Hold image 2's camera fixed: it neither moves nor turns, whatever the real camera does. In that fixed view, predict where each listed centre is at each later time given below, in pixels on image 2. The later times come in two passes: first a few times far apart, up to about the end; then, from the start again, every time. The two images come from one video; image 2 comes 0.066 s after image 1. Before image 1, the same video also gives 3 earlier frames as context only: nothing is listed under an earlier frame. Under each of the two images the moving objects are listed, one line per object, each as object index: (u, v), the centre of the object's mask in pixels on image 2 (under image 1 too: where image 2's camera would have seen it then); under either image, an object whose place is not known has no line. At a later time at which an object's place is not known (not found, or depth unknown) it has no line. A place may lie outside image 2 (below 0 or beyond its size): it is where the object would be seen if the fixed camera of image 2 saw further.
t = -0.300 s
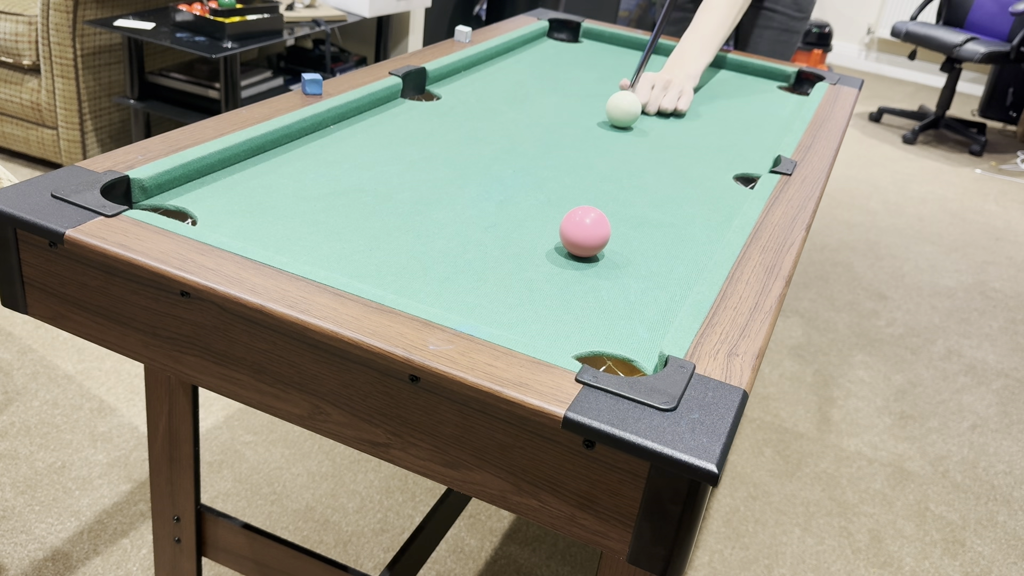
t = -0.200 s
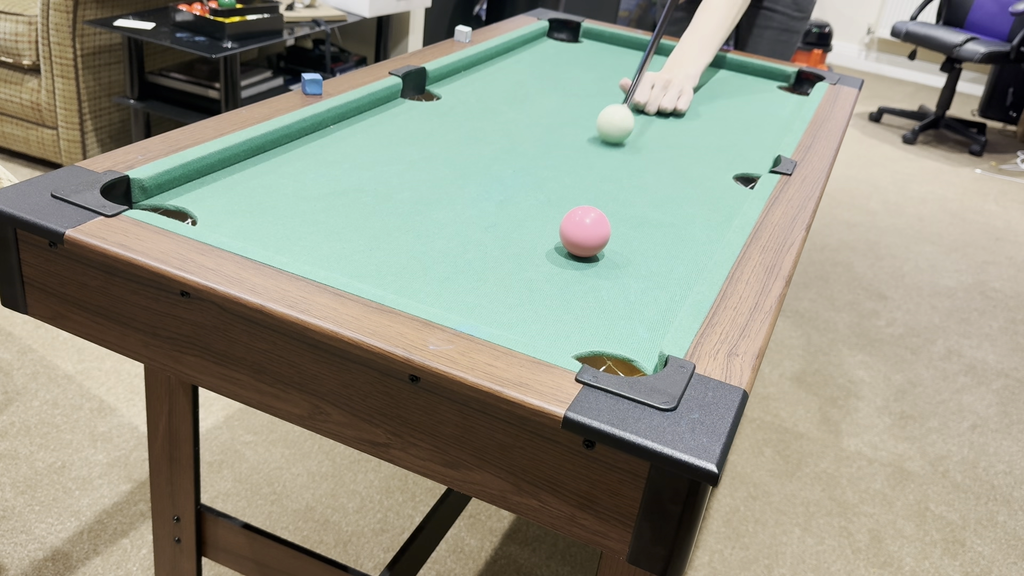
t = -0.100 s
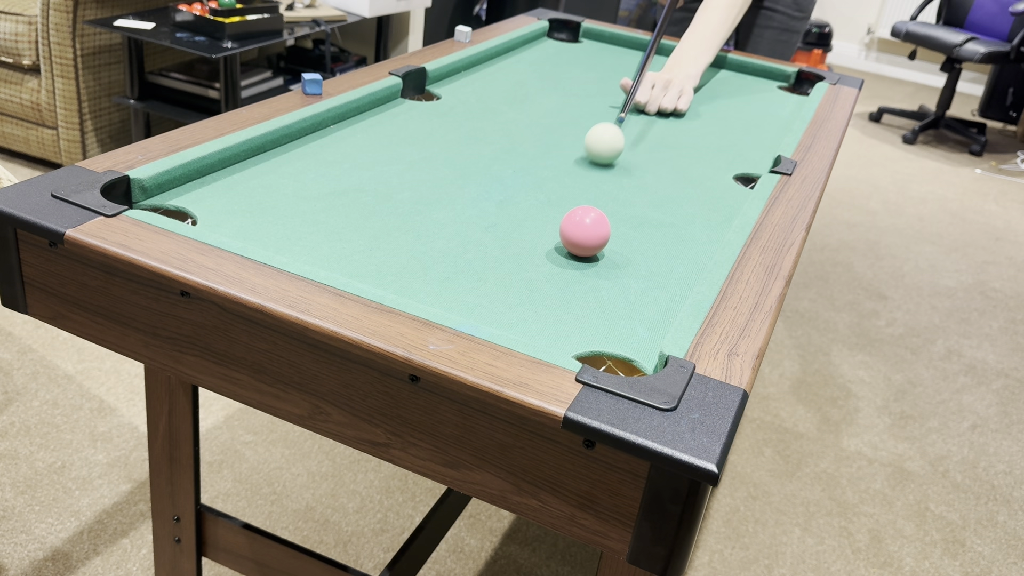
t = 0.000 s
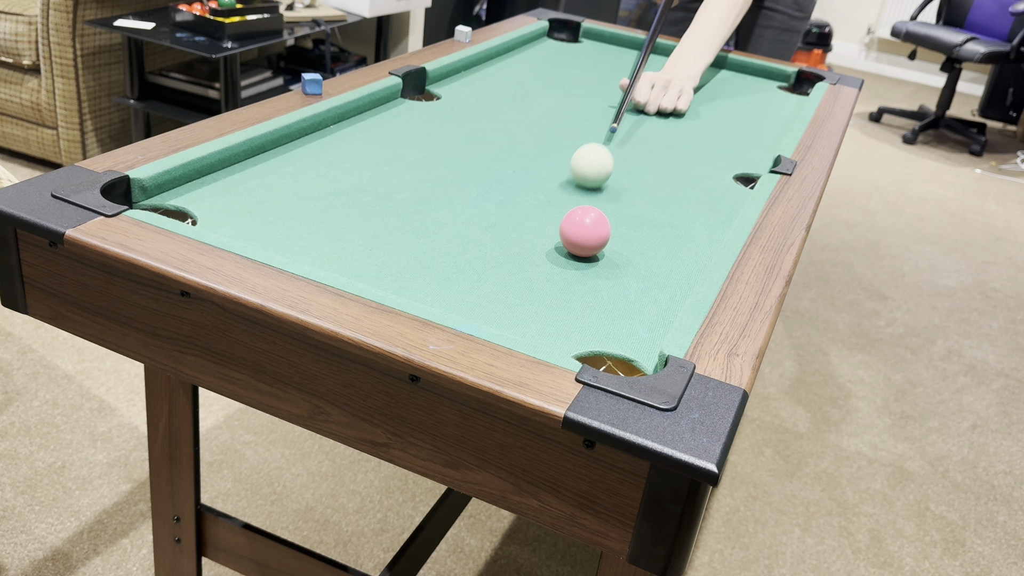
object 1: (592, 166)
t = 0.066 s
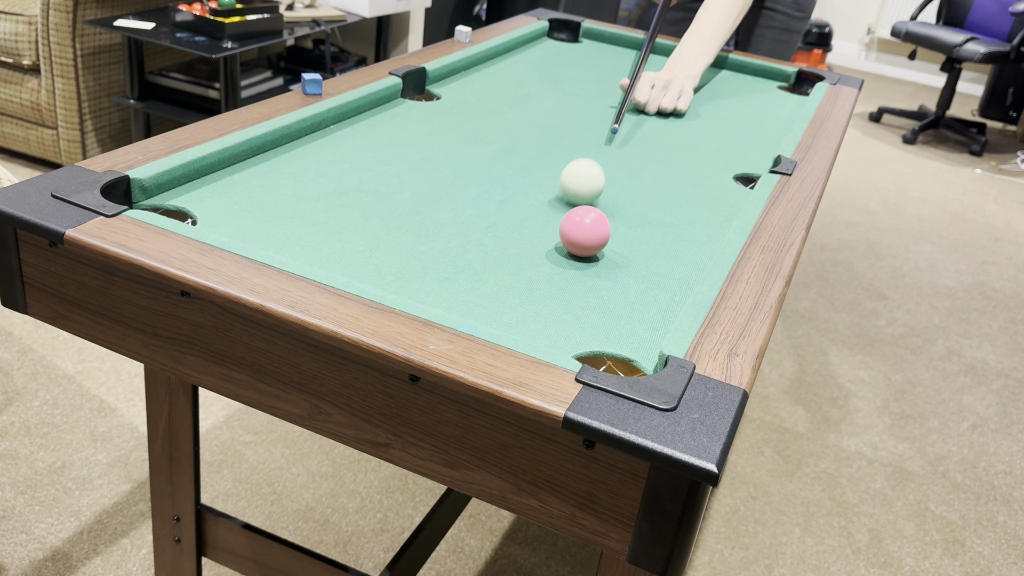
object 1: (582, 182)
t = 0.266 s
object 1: (529, 216)
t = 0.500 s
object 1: (439, 236)
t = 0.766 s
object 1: (333, 250)
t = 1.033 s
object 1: (320, 225)
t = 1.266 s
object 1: (314, 205)
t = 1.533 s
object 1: (313, 185)
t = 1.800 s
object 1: (316, 170)
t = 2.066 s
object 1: (322, 158)
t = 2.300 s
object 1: (329, 151)
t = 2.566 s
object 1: (337, 145)
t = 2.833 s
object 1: (346, 141)
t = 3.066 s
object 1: (352, 140)
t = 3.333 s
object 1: (356, 140)
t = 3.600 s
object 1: (356, 139)
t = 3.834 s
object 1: (356, 140)
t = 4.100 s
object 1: (356, 139)
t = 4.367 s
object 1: (356, 139)
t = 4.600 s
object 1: (356, 140)
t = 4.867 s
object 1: (356, 139)
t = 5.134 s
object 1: (356, 139)
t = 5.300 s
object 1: (356, 140)
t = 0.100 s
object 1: (577, 188)
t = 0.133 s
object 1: (570, 195)
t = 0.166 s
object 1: (562, 204)
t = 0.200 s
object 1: (553, 210)
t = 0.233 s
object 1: (541, 213)
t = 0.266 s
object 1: (529, 216)
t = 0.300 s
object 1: (517, 219)
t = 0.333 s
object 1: (504, 221)
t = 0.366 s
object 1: (492, 224)
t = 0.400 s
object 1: (479, 227)
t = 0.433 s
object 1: (466, 230)
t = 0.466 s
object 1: (452, 233)
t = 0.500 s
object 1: (439, 236)
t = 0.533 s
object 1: (425, 239)
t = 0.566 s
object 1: (411, 242)
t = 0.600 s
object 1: (396, 245)
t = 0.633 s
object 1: (382, 248)
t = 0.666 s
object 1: (367, 251)
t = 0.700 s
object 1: (353, 253)
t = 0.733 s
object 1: (338, 252)
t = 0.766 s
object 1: (333, 250)
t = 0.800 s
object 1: (332, 248)
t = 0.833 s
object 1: (330, 245)
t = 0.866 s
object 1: (328, 243)
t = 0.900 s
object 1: (326, 239)
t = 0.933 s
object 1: (324, 236)
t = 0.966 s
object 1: (323, 232)
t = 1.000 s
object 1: (321, 229)
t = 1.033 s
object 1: (320, 225)
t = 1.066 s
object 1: (319, 222)
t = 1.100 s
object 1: (318, 219)
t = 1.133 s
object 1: (317, 216)
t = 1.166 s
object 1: (316, 213)
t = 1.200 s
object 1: (315, 210)
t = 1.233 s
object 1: (314, 207)
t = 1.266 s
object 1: (314, 205)
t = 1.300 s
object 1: (313, 202)
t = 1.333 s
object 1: (313, 199)
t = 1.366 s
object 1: (313, 196)
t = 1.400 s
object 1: (313, 194)
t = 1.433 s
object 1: (313, 192)
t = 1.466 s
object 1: (313, 190)
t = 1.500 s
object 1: (313, 187)
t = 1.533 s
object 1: (313, 185)
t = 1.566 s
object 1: (313, 183)
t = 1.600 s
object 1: (314, 181)
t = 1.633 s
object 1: (314, 179)
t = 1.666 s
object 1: (315, 177)
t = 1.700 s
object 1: (315, 175)
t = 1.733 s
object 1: (315, 173)
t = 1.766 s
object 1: (316, 172)
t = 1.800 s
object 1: (316, 170)
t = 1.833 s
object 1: (317, 168)
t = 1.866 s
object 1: (318, 167)
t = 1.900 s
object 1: (319, 165)
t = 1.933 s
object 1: (319, 164)
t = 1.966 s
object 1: (320, 162)
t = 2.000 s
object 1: (321, 161)
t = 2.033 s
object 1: (321, 159)
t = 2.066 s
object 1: (322, 158)
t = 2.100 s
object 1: (323, 157)
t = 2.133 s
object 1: (324, 156)
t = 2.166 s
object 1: (325, 155)
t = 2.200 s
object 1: (326, 154)
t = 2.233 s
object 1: (327, 153)
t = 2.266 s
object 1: (327, 152)
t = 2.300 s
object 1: (329, 151)
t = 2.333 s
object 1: (330, 150)
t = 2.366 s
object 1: (331, 149)
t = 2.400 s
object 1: (332, 148)
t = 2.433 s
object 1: (333, 147)
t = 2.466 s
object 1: (334, 147)
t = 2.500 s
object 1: (335, 146)
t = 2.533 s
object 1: (336, 145)
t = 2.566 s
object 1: (337, 145)
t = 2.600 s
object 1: (338, 144)
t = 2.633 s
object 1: (340, 143)
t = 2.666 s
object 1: (341, 143)
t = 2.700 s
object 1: (342, 143)
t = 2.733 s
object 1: (343, 142)
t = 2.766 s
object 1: (344, 142)
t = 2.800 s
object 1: (345, 142)
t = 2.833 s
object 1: (346, 141)
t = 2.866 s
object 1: (347, 141)
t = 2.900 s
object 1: (348, 141)
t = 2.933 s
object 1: (349, 141)
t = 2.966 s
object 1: (350, 140)
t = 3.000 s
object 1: (351, 140)
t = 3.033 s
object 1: (352, 140)
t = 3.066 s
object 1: (352, 140)
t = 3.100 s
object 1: (353, 140)
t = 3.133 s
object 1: (354, 140)
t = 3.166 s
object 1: (354, 140)
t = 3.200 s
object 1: (355, 140)
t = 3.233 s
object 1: (355, 140)
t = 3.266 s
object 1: (356, 140)
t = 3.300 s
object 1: (356, 139)
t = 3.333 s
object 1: (356, 140)
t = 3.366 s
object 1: (356, 139)
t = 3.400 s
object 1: (357, 139)
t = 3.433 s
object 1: (357, 139)
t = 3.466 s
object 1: (356, 139)
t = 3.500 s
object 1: (357, 139)
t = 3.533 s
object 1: (356, 140)
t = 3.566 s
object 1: (356, 139)
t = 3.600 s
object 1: (356, 139)
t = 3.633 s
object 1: (356, 140)
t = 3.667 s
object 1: (356, 139)
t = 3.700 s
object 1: (356, 140)
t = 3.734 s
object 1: (356, 140)
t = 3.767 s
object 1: (356, 139)
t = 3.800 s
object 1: (356, 139)
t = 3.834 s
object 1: (356, 140)
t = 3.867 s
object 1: (356, 139)
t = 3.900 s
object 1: (356, 139)
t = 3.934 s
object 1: (356, 139)
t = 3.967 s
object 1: (356, 139)
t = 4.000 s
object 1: (356, 139)
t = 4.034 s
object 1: (356, 139)
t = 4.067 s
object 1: (356, 139)
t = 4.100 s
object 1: (356, 139)
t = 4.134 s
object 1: (356, 140)
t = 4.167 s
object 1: (356, 139)
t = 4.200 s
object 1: (356, 139)
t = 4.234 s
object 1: (356, 139)
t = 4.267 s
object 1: (356, 140)
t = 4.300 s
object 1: (356, 140)
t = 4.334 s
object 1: (356, 139)
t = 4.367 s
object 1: (356, 139)
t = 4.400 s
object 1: (356, 139)
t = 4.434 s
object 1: (356, 140)
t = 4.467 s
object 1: (356, 139)
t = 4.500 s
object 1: (356, 140)
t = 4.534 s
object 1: (356, 140)
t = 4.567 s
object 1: (356, 140)
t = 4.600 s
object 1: (356, 140)
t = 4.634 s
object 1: (356, 140)
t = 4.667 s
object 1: (356, 139)
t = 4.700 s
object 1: (356, 139)
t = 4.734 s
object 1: (356, 139)
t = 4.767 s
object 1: (356, 139)
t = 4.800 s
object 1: (356, 139)
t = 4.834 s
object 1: (356, 139)
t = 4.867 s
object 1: (356, 139)
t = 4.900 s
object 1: (356, 139)
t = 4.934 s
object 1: (356, 139)
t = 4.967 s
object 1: (356, 139)
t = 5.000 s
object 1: (356, 139)
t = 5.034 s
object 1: (356, 140)
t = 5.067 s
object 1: (356, 140)
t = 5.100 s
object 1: (356, 139)
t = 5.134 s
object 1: (356, 139)
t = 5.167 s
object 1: (356, 139)
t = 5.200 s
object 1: (356, 139)
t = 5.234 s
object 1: (356, 139)
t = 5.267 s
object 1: (356, 140)
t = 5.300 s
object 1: (356, 140)
